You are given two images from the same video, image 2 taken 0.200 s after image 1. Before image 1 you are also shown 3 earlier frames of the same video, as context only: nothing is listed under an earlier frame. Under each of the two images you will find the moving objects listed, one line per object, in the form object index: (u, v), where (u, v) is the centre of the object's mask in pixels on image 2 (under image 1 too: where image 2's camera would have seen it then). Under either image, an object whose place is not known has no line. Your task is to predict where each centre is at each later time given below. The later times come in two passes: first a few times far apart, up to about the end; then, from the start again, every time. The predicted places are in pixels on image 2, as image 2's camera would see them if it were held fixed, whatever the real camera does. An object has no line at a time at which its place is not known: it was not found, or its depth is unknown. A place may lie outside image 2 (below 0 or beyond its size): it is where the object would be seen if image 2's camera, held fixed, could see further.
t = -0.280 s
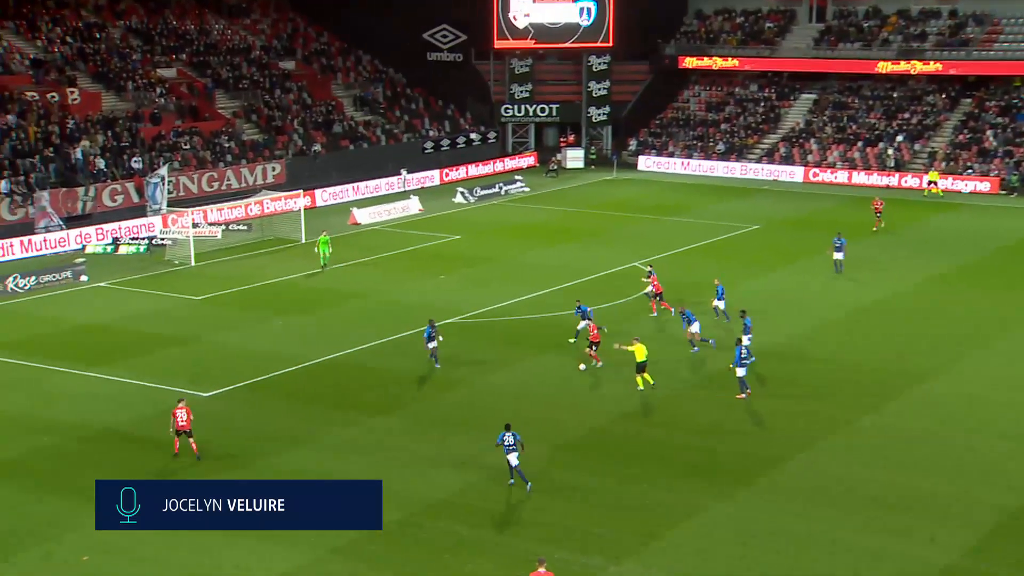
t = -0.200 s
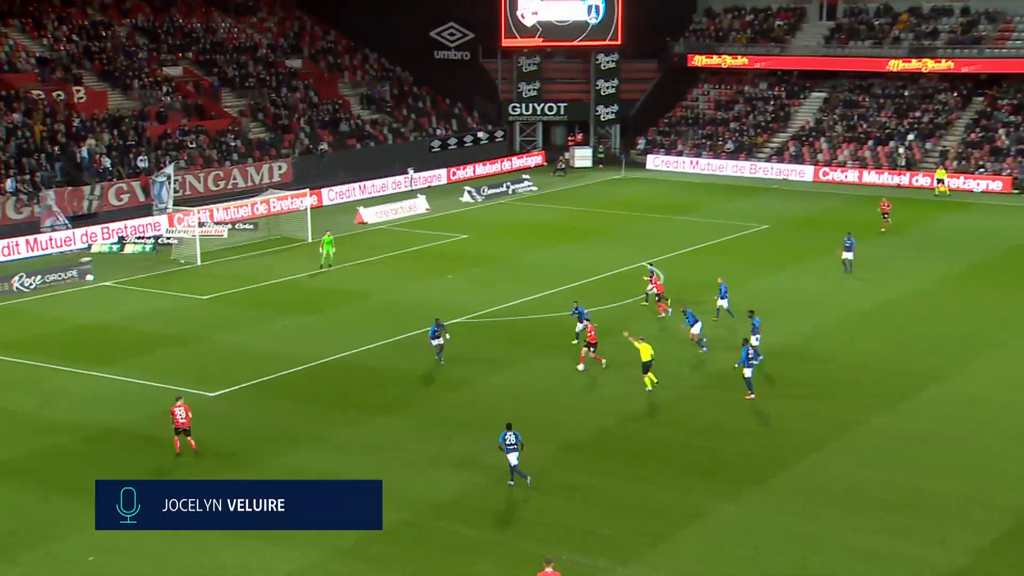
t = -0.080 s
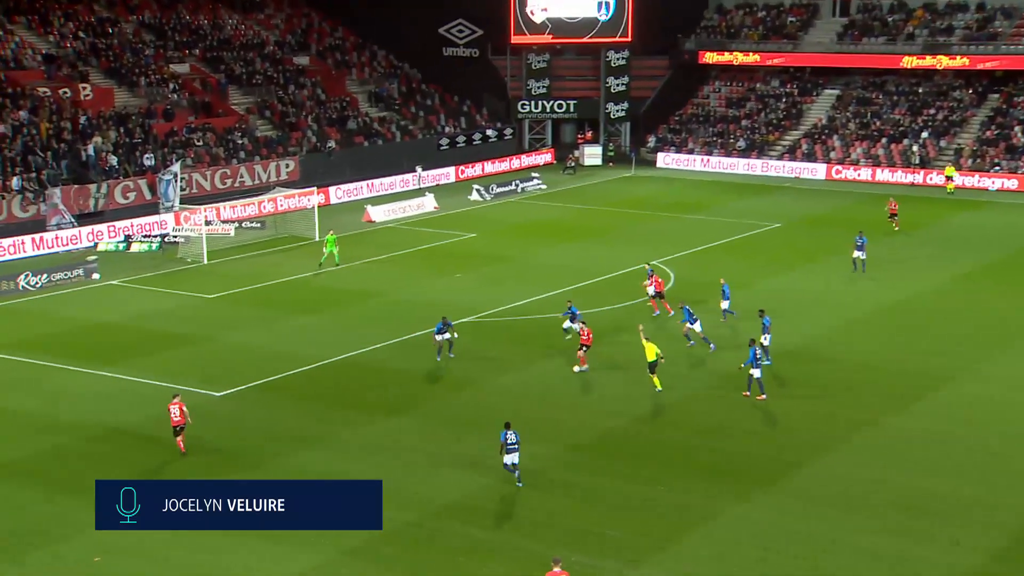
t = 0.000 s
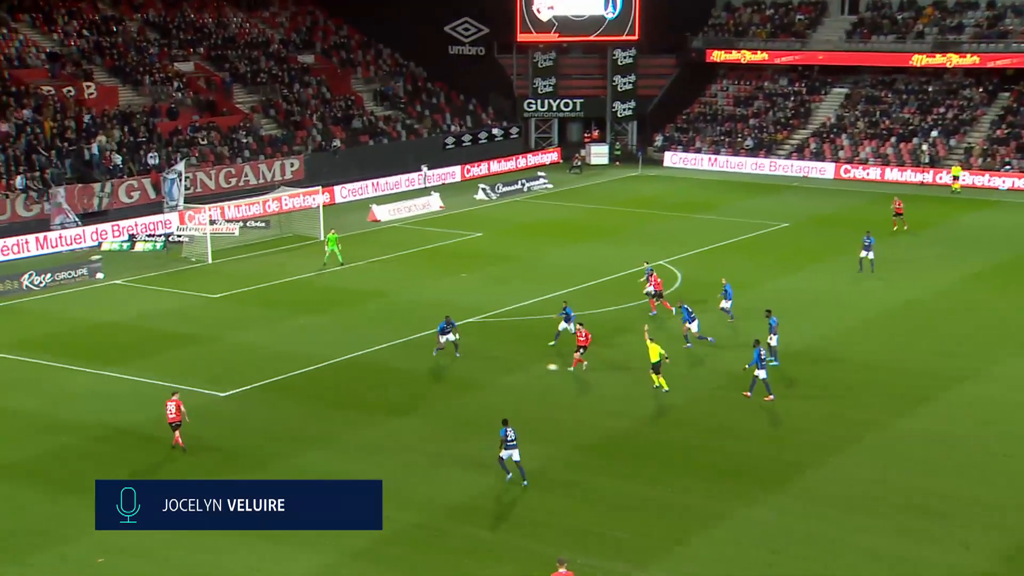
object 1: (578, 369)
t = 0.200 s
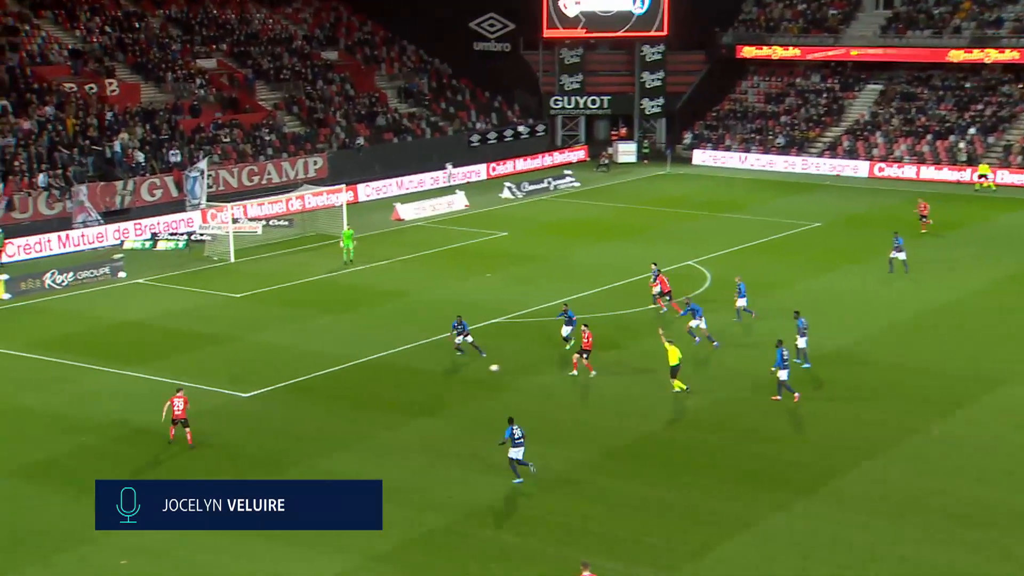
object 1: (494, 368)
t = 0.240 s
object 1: (477, 369)
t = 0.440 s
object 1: (400, 368)
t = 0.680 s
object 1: (315, 370)
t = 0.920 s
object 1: (243, 371)
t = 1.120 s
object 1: (191, 373)
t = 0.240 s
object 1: (477, 369)
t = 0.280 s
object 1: (460, 371)
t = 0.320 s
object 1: (444, 371)
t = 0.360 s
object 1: (430, 370)
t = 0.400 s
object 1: (415, 369)
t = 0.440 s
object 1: (400, 368)
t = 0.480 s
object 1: (385, 369)
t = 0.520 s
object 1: (370, 369)
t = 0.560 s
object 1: (355, 370)
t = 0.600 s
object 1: (342, 372)
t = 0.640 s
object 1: (329, 371)
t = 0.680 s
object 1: (315, 370)
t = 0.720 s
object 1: (303, 370)
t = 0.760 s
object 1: (290, 370)
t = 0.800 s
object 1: (278, 371)
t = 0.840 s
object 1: (265, 372)
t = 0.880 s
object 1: (255, 372)
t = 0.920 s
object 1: (243, 371)
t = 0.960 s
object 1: (232, 372)
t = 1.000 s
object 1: (222, 373)
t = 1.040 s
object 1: (211, 373)
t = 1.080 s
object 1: (201, 373)
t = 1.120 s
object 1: (191, 373)
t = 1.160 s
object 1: (181, 374)
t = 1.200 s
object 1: (171, 373)
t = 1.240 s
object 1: (161, 374)
